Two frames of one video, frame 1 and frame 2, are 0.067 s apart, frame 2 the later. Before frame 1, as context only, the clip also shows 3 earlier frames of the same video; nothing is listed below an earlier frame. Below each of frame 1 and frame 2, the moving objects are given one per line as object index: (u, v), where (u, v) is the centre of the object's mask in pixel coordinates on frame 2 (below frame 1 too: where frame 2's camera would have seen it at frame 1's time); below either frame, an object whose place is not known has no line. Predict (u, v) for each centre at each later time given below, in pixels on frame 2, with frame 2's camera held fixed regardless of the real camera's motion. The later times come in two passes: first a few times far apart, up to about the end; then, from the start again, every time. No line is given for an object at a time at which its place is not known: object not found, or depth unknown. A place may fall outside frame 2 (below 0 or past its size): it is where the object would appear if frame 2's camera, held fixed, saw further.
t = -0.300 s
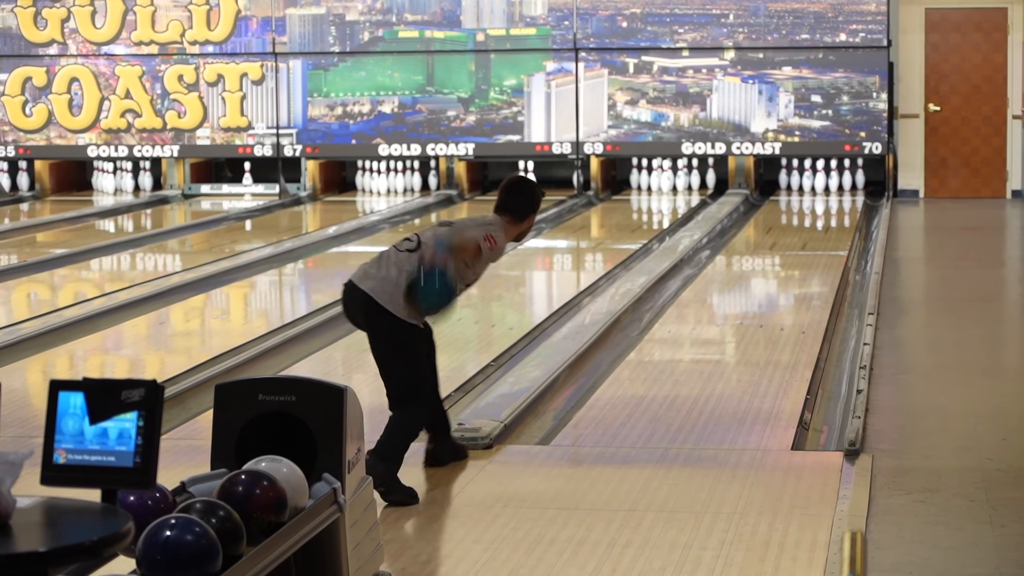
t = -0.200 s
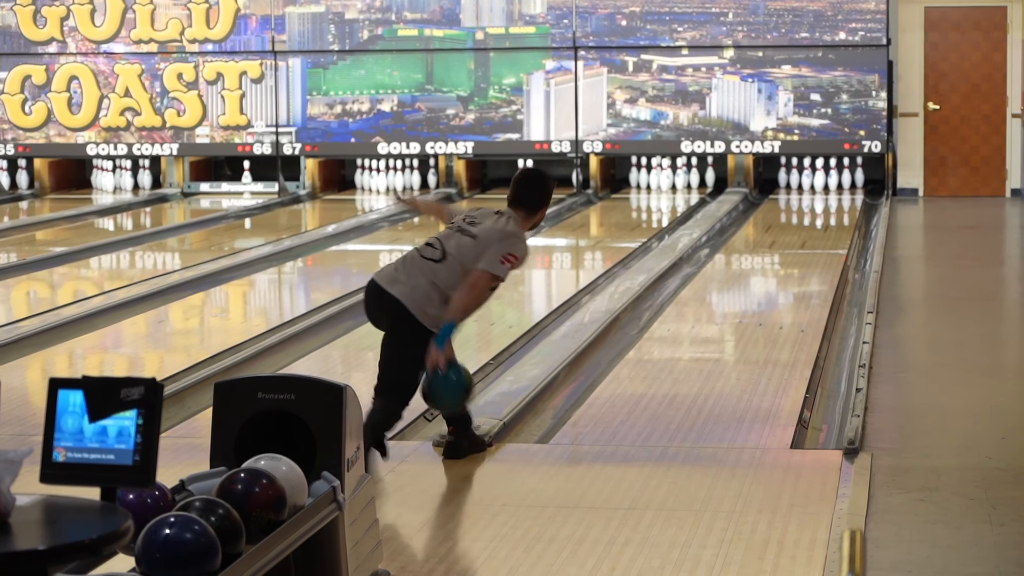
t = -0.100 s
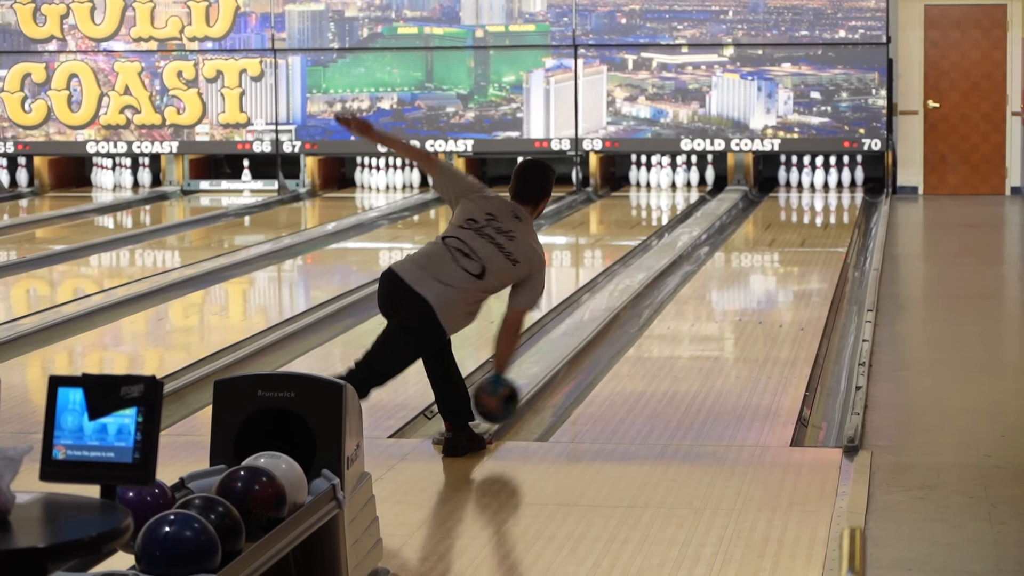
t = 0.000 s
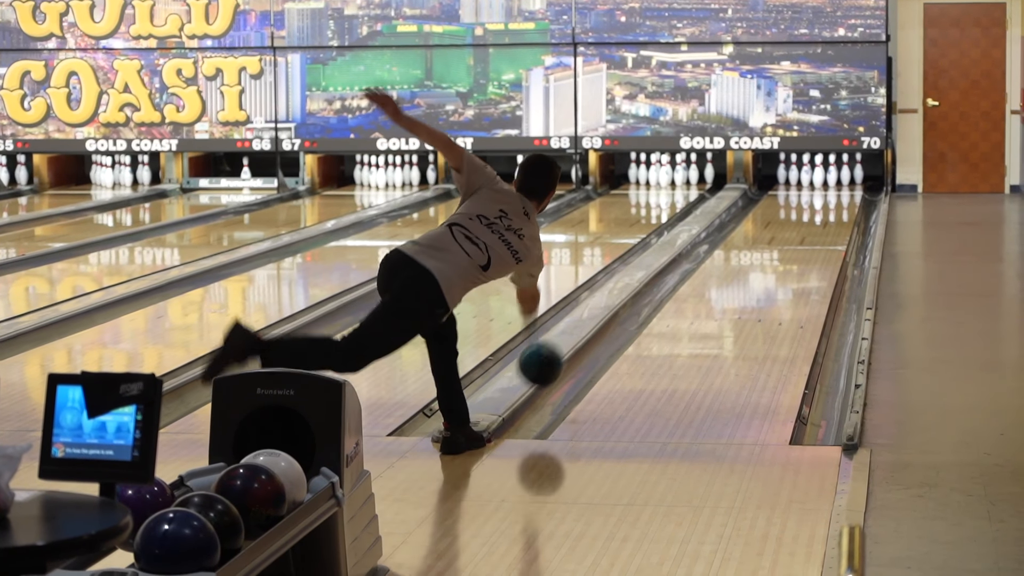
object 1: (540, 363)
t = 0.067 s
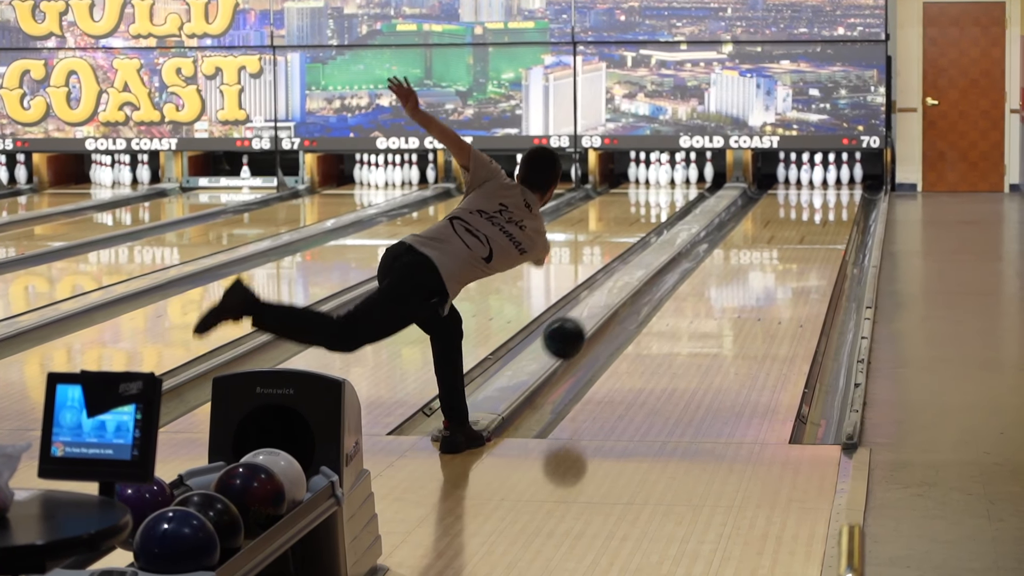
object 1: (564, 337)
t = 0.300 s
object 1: (634, 326)
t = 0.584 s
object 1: (698, 294)
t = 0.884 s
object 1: (747, 262)
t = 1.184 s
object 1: (785, 239)
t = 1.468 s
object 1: (812, 220)
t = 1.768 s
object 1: (830, 204)
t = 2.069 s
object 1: (832, 191)
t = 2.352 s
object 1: (826, 181)
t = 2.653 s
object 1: (832, 174)
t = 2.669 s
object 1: (832, 174)
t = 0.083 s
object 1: (569, 333)
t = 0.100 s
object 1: (575, 329)
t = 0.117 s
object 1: (581, 326)
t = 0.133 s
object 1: (586, 323)
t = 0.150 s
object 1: (591, 321)
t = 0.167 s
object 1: (596, 319)
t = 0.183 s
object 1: (602, 319)
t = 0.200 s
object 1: (606, 318)
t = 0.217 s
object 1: (611, 318)
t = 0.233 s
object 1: (616, 319)
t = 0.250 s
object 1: (620, 320)
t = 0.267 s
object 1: (626, 321)
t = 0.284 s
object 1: (630, 324)
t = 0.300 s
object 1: (634, 326)
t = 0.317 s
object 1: (639, 329)
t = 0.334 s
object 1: (643, 330)
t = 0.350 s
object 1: (647, 326)
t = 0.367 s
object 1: (651, 322)
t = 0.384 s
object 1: (655, 319)
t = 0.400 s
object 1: (659, 317)
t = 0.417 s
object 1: (663, 315)
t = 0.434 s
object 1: (667, 313)
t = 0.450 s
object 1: (671, 312)
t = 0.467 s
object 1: (674, 311)
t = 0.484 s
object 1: (678, 308)
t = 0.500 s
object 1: (681, 306)
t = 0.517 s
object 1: (685, 303)
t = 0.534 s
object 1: (688, 301)
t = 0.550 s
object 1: (691, 299)
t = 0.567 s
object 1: (695, 296)
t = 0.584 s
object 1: (698, 294)
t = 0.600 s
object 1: (701, 292)
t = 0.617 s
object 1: (704, 290)
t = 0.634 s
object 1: (707, 288)
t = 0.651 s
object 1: (710, 286)
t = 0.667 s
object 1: (713, 284)
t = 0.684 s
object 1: (716, 282)
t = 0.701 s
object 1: (719, 280)
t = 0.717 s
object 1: (722, 278)
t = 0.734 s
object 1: (725, 277)
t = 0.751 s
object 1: (727, 275)
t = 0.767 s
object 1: (730, 273)
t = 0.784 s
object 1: (732, 272)
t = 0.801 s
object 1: (735, 270)
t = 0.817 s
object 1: (738, 268)
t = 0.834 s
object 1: (740, 267)
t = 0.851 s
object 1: (742, 265)
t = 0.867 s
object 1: (745, 264)
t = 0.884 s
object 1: (747, 262)
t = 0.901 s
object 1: (750, 261)
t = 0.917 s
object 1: (752, 259)
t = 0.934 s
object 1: (754, 258)
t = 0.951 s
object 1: (757, 256)
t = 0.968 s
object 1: (759, 255)
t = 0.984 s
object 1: (761, 254)
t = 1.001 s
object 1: (763, 252)
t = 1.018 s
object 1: (765, 251)
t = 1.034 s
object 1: (767, 250)
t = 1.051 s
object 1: (769, 248)
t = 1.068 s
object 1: (772, 247)
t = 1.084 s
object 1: (774, 246)
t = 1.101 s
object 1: (776, 245)
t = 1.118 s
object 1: (777, 243)
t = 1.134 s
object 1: (779, 242)
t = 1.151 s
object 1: (781, 241)
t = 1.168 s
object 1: (783, 240)
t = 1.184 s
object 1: (785, 239)
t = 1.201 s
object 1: (787, 237)
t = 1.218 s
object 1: (789, 236)
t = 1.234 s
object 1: (791, 235)
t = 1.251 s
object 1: (792, 234)
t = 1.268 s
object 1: (794, 233)
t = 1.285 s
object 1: (796, 232)
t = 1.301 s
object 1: (797, 231)
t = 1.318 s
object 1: (799, 230)
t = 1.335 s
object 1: (800, 229)
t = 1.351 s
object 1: (802, 228)
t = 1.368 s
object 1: (803, 226)
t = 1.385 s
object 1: (805, 225)
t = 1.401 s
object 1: (806, 225)
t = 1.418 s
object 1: (808, 224)
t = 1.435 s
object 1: (809, 223)
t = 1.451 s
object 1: (810, 222)
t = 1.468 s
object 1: (812, 220)
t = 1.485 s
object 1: (813, 219)
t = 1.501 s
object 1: (815, 218)
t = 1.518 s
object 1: (816, 217)
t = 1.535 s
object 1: (817, 217)
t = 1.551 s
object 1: (818, 216)
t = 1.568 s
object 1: (819, 215)
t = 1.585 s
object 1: (820, 214)
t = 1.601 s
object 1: (821, 213)
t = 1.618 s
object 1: (823, 212)
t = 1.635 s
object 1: (824, 211)
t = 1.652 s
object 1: (825, 210)
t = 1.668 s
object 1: (826, 209)
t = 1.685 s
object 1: (826, 208)
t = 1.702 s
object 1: (827, 208)
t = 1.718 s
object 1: (828, 207)
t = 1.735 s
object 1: (829, 206)
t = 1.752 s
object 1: (829, 205)
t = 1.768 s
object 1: (830, 204)
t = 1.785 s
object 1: (831, 204)
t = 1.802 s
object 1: (831, 203)
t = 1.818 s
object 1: (831, 202)
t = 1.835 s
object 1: (832, 201)
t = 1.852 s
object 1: (832, 200)
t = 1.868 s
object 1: (833, 199)
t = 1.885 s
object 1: (833, 199)
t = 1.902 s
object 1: (833, 198)
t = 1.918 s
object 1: (833, 197)
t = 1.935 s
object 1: (833, 197)
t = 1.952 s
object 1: (834, 196)
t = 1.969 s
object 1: (833, 195)
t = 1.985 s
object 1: (834, 195)
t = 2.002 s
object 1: (834, 194)
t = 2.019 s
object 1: (833, 193)
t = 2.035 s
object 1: (833, 193)
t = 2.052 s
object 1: (833, 192)
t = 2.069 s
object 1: (832, 191)
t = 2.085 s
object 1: (832, 190)
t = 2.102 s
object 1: (832, 190)
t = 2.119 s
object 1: (831, 189)
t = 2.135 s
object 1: (832, 189)
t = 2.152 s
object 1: (831, 188)
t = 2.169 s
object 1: (830, 187)
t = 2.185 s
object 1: (830, 187)
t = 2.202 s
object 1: (829, 186)
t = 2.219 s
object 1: (829, 185)
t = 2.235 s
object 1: (828, 185)
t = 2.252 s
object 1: (828, 184)
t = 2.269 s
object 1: (828, 183)
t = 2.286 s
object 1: (827, 183)
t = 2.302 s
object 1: (827, 182)
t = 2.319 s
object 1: (827, 182)
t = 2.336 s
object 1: (826, 181)
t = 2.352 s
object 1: (826, 181)
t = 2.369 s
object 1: (825, 180)
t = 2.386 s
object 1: (825, 179)
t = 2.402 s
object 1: (825, 179)
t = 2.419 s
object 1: (825, 179)
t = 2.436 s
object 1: (825, 178)
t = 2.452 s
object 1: (827, 178)
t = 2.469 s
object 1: (826, 177)
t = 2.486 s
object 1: (826, 177)
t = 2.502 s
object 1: (826, 177)
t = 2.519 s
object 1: (826, 177)
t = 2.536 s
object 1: (827, 176)
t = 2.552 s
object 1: (828, 176)
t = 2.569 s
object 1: (829, 176)
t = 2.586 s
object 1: (830, 175)
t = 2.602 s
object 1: (830, 175)
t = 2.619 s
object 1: (830, 175)
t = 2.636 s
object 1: (831, 174)
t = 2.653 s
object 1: (832, 174)
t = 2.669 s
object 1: (832, 174)
